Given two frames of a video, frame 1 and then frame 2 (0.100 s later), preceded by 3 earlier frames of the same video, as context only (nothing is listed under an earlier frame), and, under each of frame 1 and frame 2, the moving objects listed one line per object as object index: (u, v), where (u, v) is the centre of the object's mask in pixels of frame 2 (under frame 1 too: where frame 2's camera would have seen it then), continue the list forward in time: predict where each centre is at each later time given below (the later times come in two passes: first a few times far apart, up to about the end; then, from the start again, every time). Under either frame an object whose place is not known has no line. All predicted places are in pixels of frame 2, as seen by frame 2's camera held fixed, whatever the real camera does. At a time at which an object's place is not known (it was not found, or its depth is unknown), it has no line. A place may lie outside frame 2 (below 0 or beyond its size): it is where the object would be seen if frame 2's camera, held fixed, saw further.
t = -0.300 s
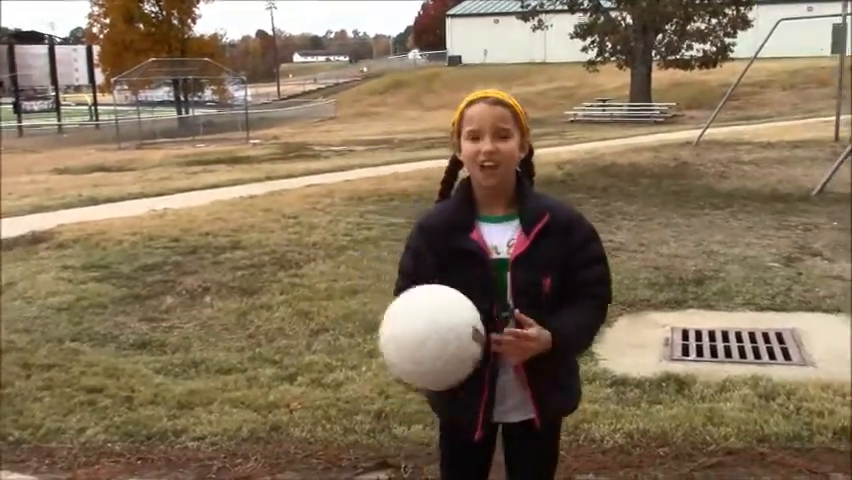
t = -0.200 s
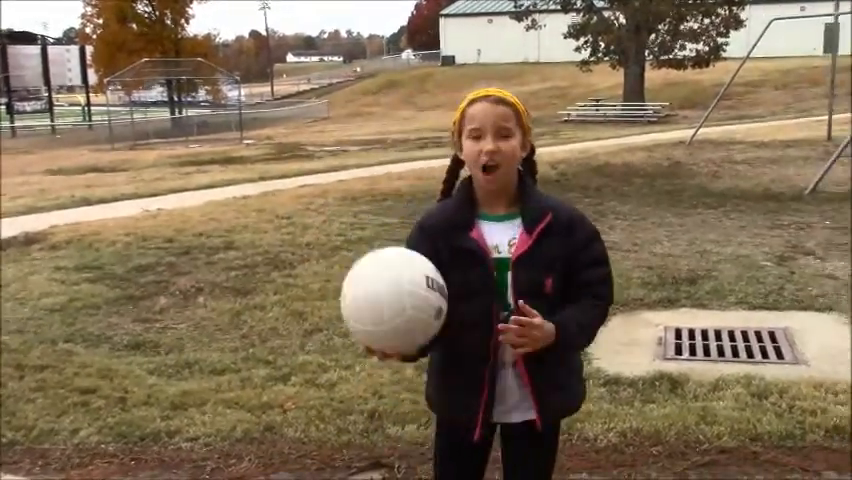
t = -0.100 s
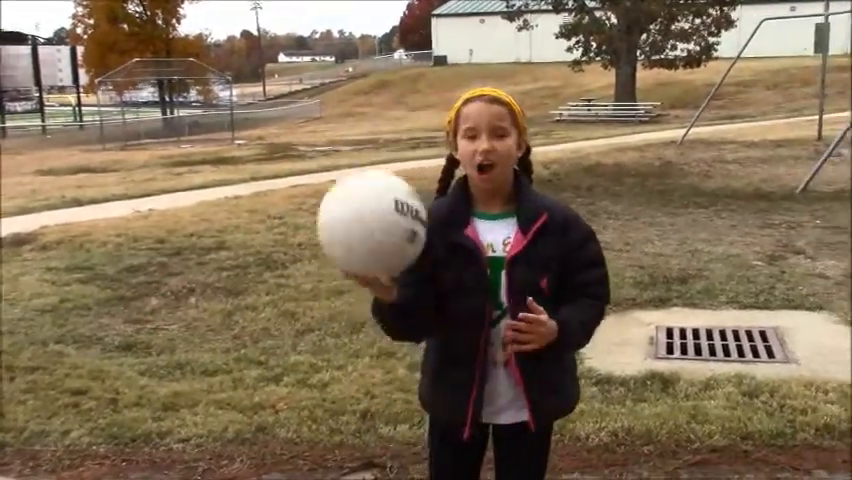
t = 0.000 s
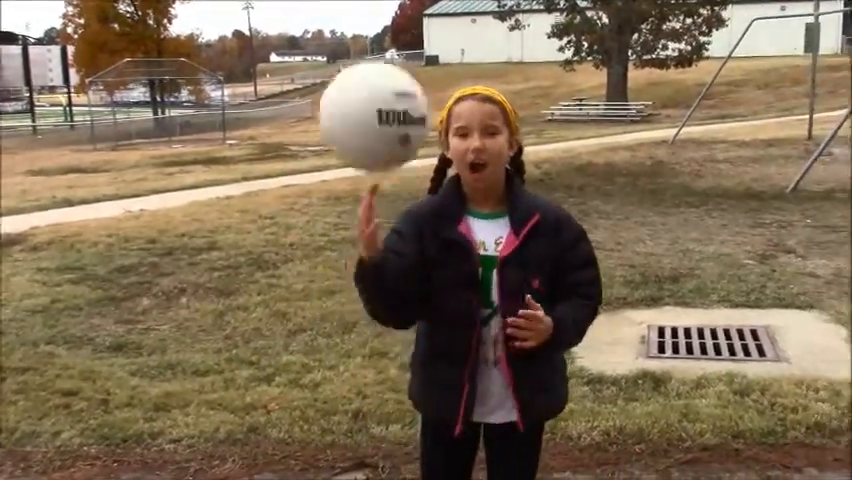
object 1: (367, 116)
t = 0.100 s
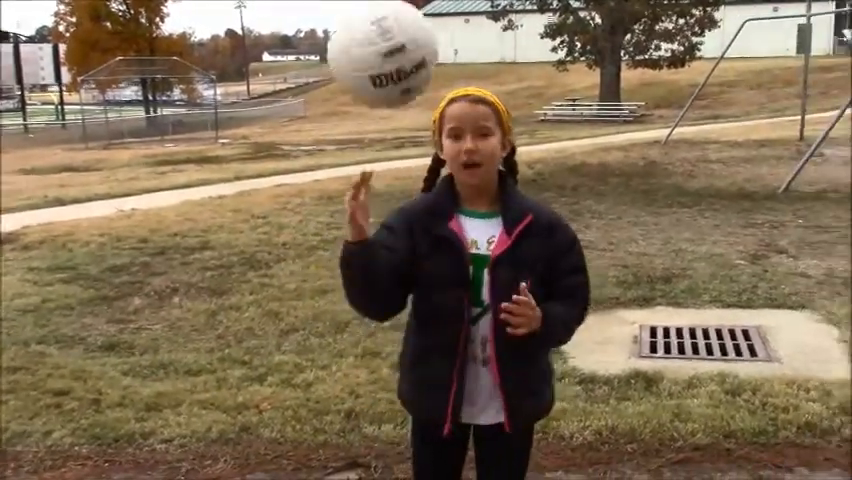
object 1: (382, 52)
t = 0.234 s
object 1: (405, 48)
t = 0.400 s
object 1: (434, 158)
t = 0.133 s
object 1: (388, 46)
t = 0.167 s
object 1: (393, 43)
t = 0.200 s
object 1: (399, 43)
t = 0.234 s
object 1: (405, 48)
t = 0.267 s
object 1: (411, 58)
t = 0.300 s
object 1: (415, 76)
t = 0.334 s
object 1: (423, 98)
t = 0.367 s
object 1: (429, 126)
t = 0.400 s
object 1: (434, 158)
